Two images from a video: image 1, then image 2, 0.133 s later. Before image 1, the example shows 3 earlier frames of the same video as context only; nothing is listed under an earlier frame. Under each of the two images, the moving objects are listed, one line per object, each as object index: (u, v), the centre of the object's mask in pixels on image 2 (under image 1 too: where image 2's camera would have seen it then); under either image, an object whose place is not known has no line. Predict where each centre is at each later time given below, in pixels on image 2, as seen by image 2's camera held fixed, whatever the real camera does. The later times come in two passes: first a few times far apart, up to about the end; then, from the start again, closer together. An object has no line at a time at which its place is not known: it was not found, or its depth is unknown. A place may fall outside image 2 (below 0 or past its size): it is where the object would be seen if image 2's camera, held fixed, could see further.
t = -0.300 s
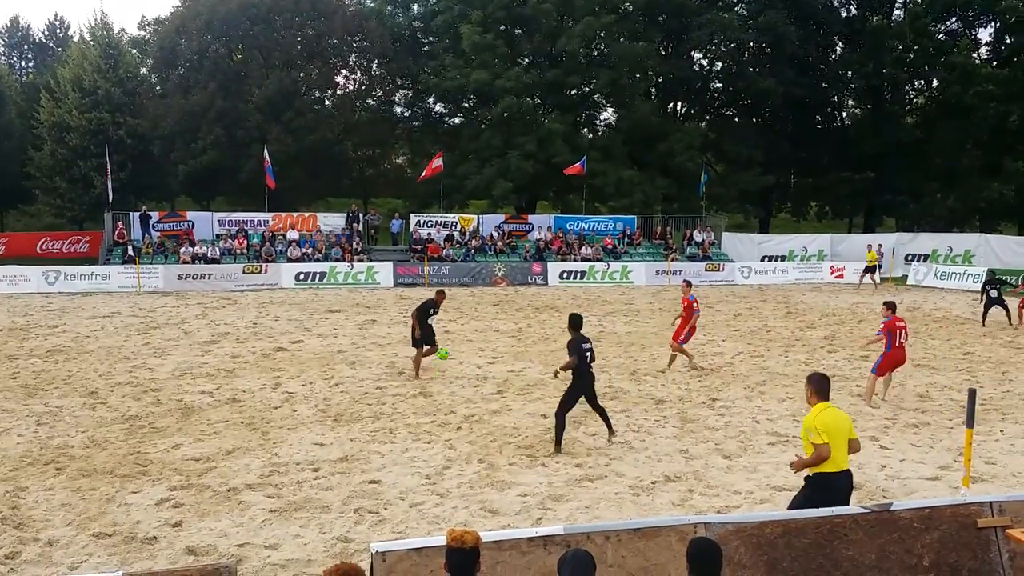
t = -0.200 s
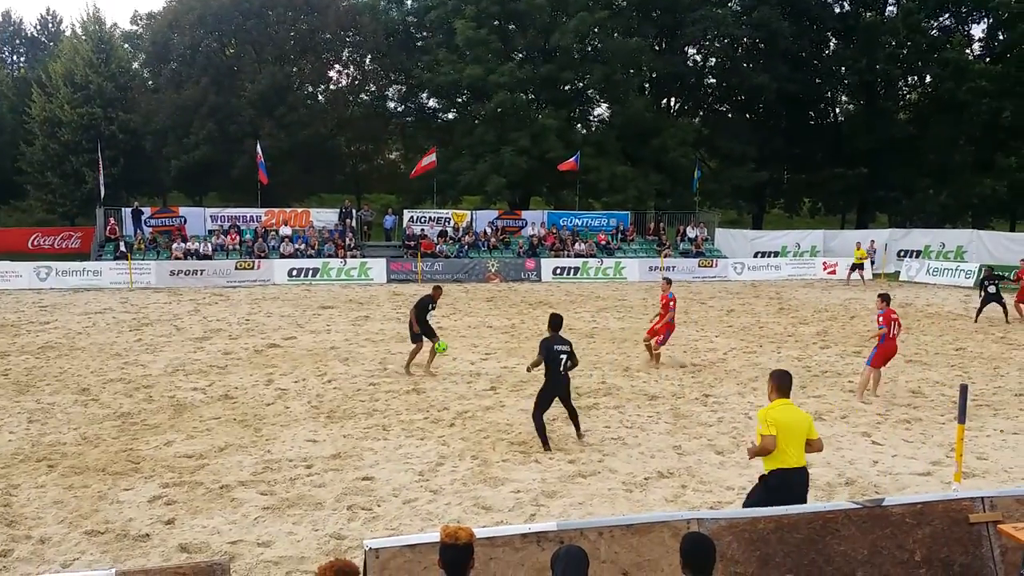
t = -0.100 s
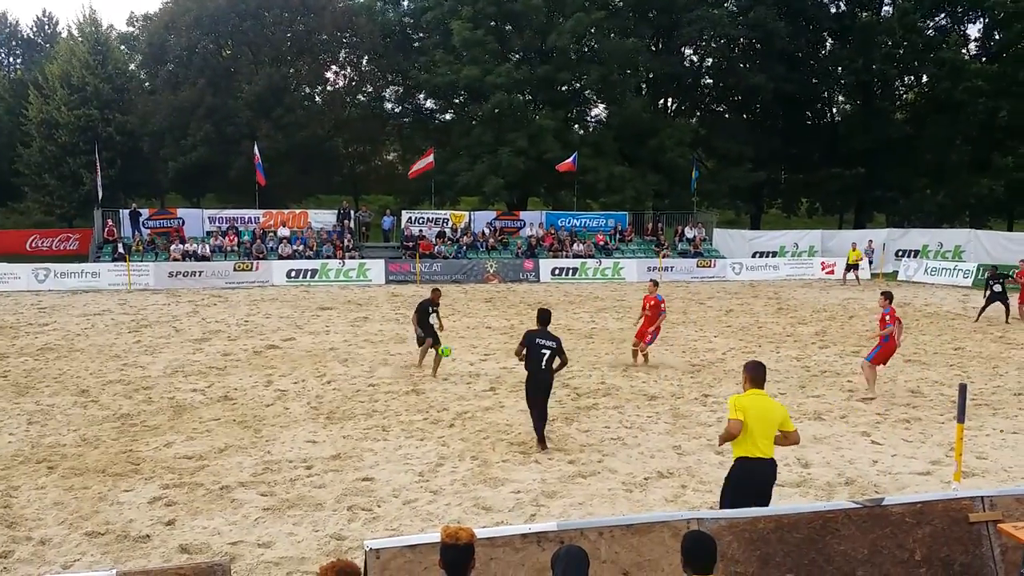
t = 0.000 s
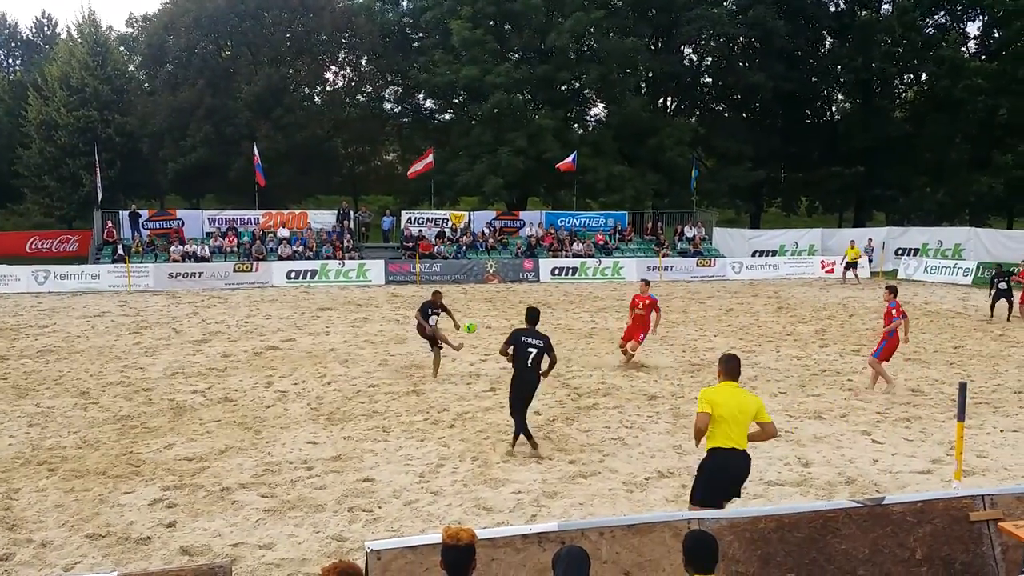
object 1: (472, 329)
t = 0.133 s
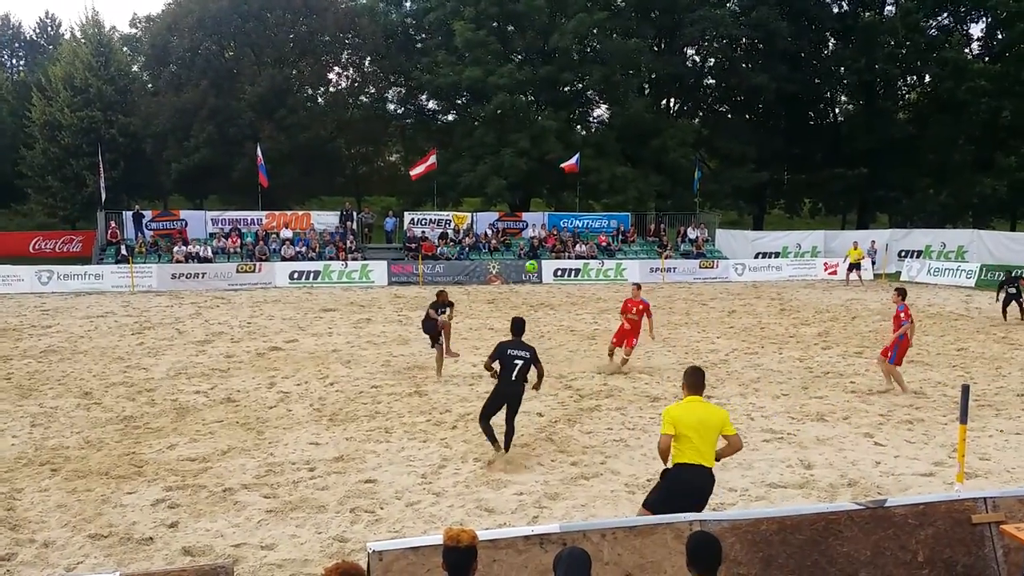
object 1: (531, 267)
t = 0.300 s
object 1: (601, 205)
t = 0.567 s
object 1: (704, 146)
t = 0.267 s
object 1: (587, 217)
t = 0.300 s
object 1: (601, 205)
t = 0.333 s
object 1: (615, 196)
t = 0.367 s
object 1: (628, 187)
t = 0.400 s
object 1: (641, 178)
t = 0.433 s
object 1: (654, 170)
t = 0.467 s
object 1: (667, 163)
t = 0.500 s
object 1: (679, 157)
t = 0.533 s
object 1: (692, 151)
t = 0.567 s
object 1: (704, 146)
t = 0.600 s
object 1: (716, 141)
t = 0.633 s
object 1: (727, 137)
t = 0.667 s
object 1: (737, 135)
